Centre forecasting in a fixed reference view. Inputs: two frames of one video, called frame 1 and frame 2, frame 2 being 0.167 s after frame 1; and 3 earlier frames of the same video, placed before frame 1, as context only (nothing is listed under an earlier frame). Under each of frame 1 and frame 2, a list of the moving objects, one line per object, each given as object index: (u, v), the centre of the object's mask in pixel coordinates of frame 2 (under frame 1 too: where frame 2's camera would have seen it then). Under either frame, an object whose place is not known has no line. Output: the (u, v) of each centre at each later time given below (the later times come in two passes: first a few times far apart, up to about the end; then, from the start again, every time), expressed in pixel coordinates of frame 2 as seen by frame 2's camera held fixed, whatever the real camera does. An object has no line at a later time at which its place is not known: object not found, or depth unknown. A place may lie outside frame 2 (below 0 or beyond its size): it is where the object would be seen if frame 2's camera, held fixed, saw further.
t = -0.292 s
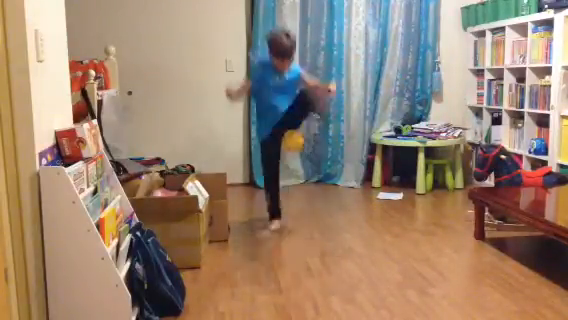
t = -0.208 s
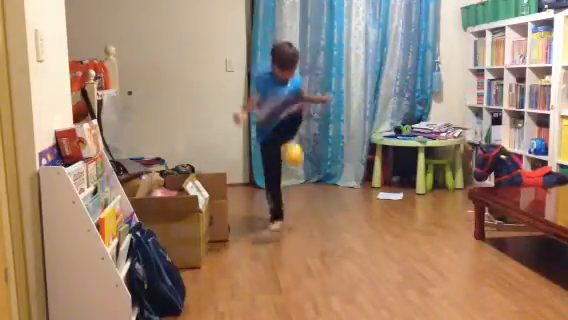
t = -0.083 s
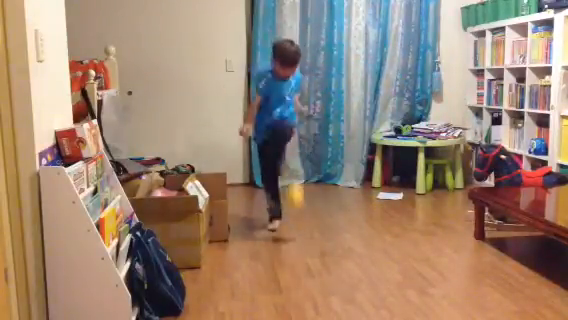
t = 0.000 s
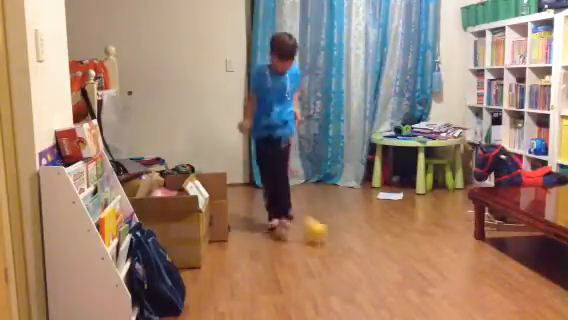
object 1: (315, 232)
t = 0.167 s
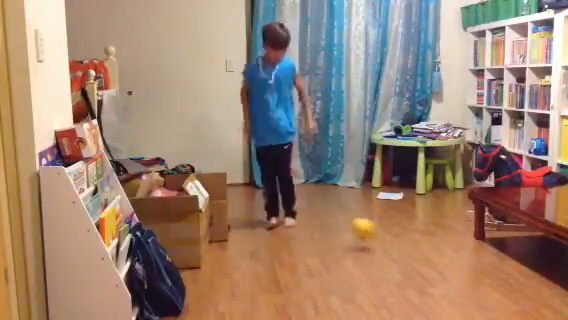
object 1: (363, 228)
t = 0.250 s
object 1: (388, 240)
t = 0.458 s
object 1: (449, 246)
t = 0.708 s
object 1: (522, 255)
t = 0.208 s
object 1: (376, 236)
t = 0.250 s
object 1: (388, 240)
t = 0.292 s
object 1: (400, 240)
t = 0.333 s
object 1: (412, 240)
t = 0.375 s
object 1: (424, 243)
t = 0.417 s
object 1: (435, 246)
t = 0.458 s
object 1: (449, 246)
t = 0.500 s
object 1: (461, 248)
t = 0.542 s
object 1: (475, 250)
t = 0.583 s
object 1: (488, 252)
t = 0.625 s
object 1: (500, 254)
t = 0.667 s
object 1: (512, 254)
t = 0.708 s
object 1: (522, 255)
